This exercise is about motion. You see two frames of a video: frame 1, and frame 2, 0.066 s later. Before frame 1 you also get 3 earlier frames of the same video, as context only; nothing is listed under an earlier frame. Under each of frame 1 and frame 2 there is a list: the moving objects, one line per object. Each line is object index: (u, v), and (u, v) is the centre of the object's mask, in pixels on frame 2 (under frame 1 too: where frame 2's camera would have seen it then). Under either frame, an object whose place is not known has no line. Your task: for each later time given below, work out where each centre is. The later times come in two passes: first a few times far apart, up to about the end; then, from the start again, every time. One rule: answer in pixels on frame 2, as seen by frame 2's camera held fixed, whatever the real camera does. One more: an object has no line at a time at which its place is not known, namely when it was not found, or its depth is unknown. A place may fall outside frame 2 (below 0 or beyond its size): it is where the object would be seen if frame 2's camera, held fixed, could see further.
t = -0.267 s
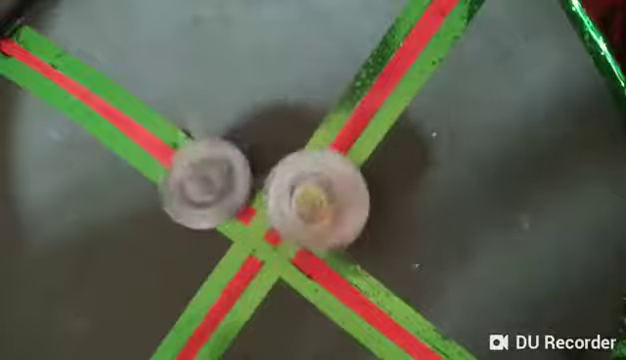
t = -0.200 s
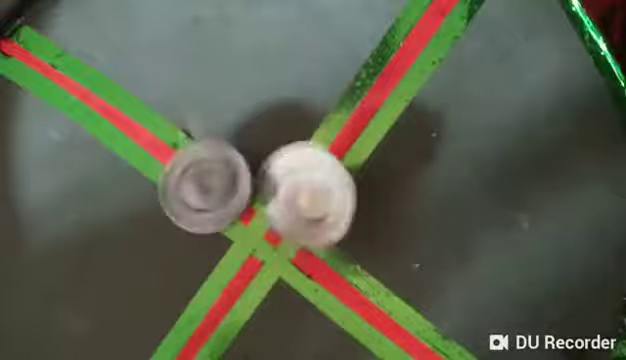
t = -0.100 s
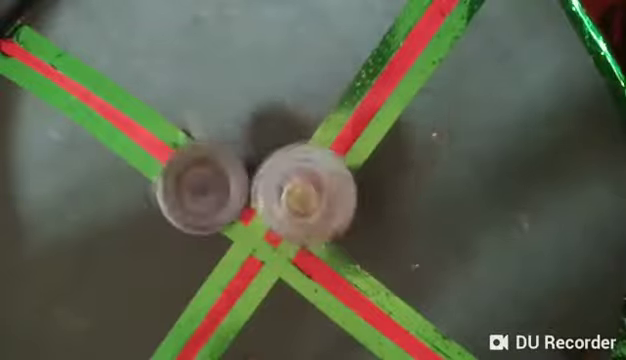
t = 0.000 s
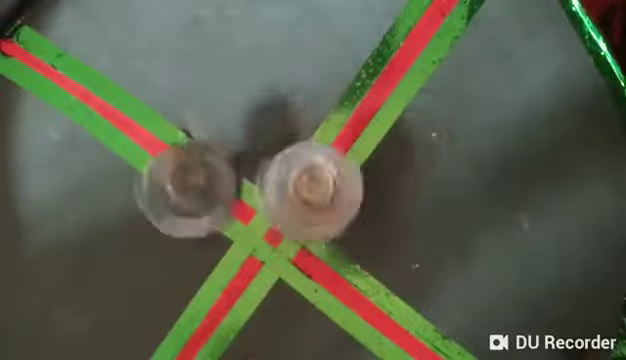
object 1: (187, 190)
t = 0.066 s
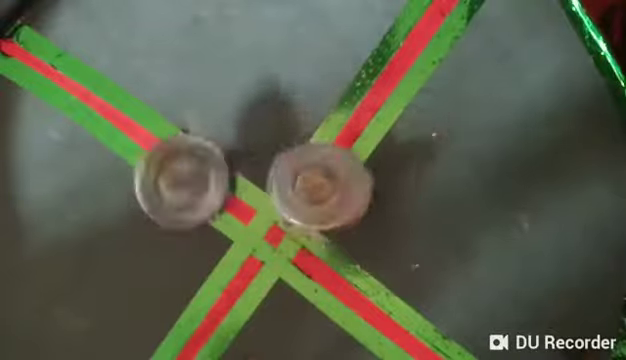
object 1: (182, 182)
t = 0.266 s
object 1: (203, 190)
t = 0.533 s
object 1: (230, 235)
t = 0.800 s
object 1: (282, 227)
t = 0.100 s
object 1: (185, 180)
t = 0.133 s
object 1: (192, 181)
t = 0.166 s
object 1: (196, 185)
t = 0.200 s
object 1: (197, 188)
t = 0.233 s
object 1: (200, 187)
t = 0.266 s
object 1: (203, 190)
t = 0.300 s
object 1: (205, 192)
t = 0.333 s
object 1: (208, 194)
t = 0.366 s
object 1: (210, 196)
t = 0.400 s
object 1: (213, 197)
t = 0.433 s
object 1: (220, 204)
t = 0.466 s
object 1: (223, 211)
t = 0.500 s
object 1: (224, 221)
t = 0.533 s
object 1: (230, 235)
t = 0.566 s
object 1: (236, 247)
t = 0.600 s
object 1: (245, 254)
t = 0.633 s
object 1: (254, 255)
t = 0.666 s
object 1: (263, 250)
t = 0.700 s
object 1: (270, 242)
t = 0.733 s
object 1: (276, 239)
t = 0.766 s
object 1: (280, 233)
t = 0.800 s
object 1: (282, 227)
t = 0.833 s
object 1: (282, 221)
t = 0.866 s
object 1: (282, 216)
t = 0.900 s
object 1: (282, 210)
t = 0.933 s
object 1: (280, 206)
